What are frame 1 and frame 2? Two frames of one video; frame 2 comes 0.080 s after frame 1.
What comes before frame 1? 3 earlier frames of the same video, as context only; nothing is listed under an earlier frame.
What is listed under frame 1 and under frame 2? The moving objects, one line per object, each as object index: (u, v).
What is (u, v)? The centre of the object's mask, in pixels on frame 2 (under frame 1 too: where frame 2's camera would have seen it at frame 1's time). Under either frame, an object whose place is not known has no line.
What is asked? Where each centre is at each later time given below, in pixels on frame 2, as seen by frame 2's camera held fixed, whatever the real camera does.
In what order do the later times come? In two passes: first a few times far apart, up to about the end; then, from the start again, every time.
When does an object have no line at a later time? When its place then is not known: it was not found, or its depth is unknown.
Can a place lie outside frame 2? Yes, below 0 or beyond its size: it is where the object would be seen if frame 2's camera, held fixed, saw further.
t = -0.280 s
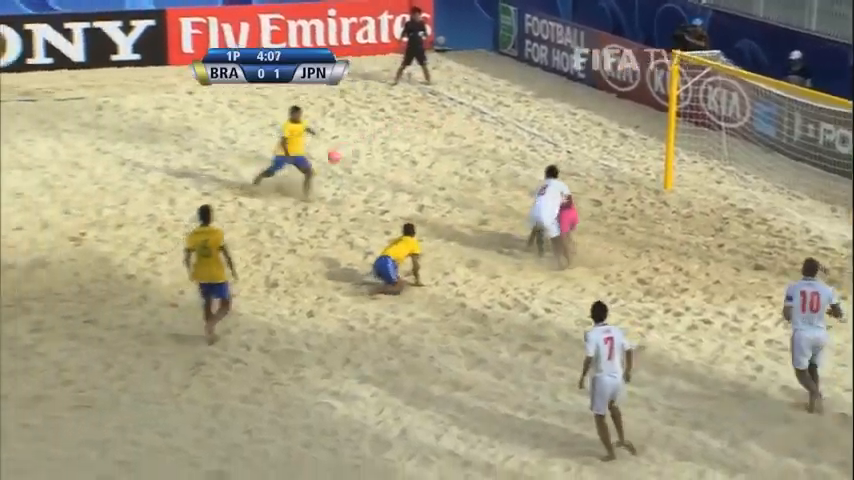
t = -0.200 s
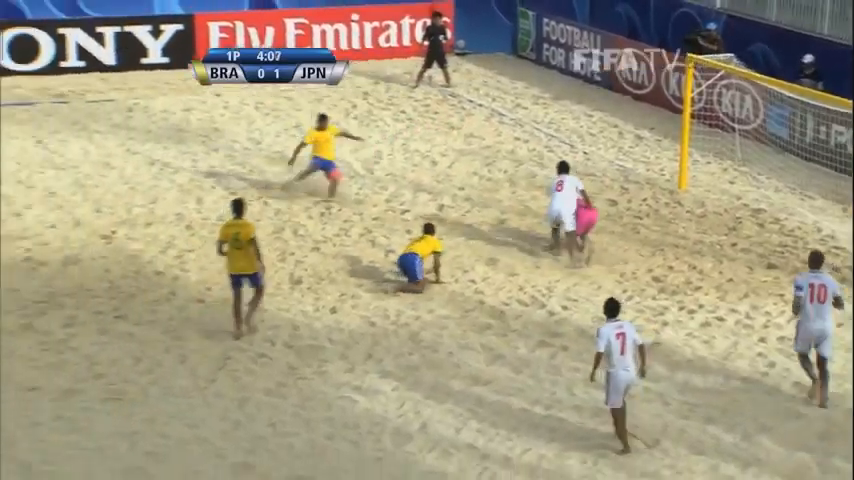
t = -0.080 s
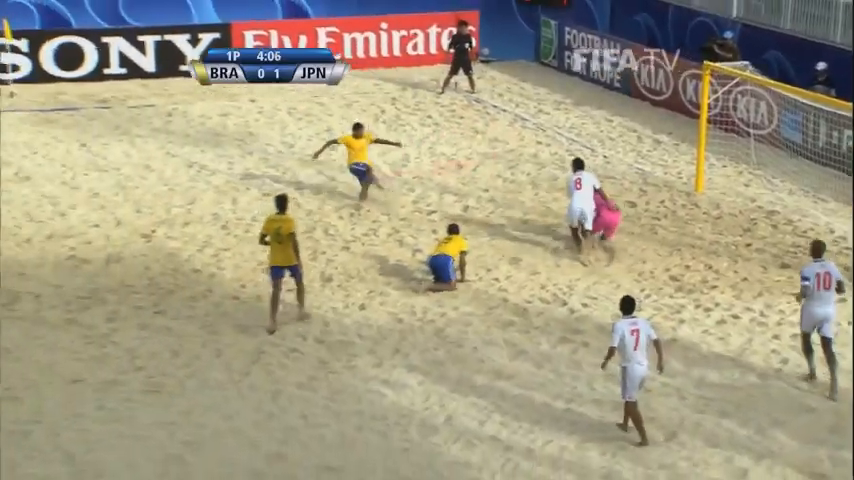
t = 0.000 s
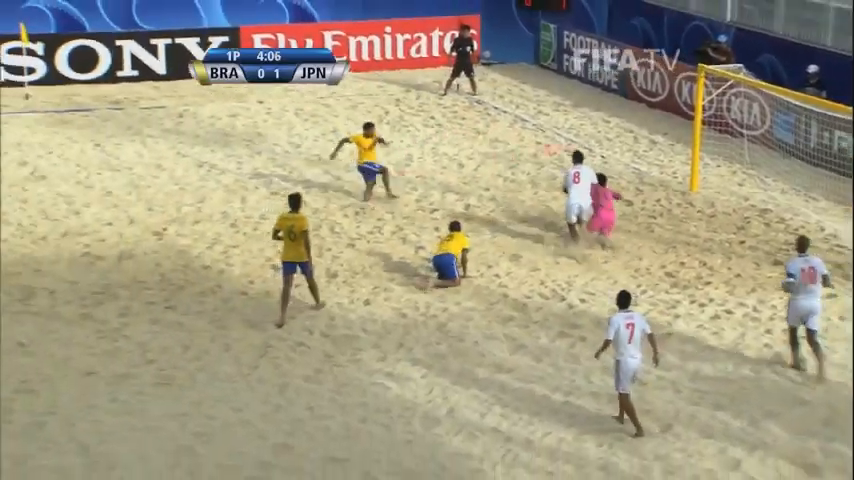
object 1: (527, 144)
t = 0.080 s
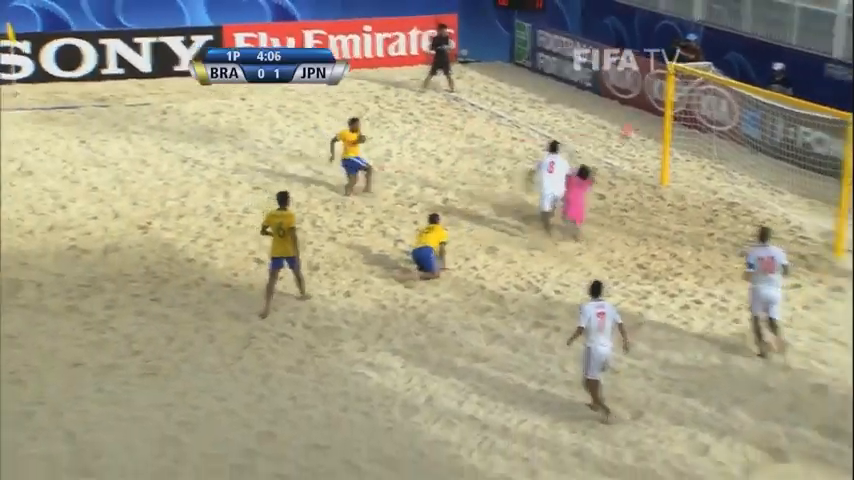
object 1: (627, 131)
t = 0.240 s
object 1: (764, 114)
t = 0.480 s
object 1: (717, 172)
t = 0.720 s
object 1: (686, 204)
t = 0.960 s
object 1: (667, 208)
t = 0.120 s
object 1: (684, 123)
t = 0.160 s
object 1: (724, 121)
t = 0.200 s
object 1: (758, 116)
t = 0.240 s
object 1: (764, 114)
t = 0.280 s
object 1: (755, 121)
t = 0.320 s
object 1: (747, 130)
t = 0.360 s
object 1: (738, 139)
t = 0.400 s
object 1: (731, 149)
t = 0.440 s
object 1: (722, 162)
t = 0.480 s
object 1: (717, 172)
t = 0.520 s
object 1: (709, 186)
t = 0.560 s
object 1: (701, 201)
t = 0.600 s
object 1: (697, 202)
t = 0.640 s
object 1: (693, 204)
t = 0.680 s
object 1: (688, 203)
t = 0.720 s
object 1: (686, 204)
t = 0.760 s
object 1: (681, 204)
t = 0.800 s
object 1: (679, 205)
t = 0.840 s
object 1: (676, 207)
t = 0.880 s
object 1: (673, 207)
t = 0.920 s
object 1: (670, 207)
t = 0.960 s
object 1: (667, 208)
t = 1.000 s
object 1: (663, 210)
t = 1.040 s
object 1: (660, 211)
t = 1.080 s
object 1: (659, 211)
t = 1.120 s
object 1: (658, 211)
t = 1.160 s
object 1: (655, 212)
